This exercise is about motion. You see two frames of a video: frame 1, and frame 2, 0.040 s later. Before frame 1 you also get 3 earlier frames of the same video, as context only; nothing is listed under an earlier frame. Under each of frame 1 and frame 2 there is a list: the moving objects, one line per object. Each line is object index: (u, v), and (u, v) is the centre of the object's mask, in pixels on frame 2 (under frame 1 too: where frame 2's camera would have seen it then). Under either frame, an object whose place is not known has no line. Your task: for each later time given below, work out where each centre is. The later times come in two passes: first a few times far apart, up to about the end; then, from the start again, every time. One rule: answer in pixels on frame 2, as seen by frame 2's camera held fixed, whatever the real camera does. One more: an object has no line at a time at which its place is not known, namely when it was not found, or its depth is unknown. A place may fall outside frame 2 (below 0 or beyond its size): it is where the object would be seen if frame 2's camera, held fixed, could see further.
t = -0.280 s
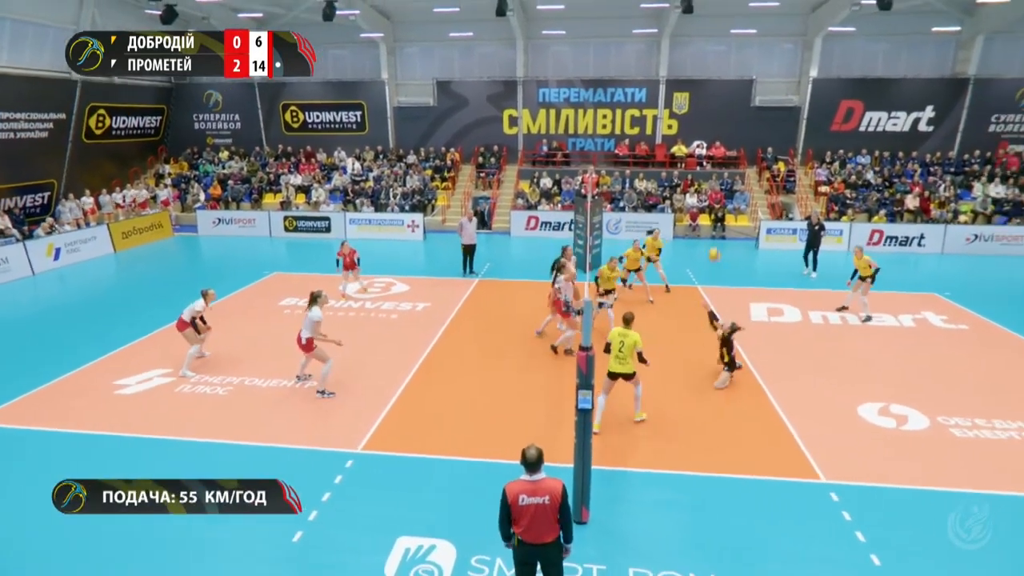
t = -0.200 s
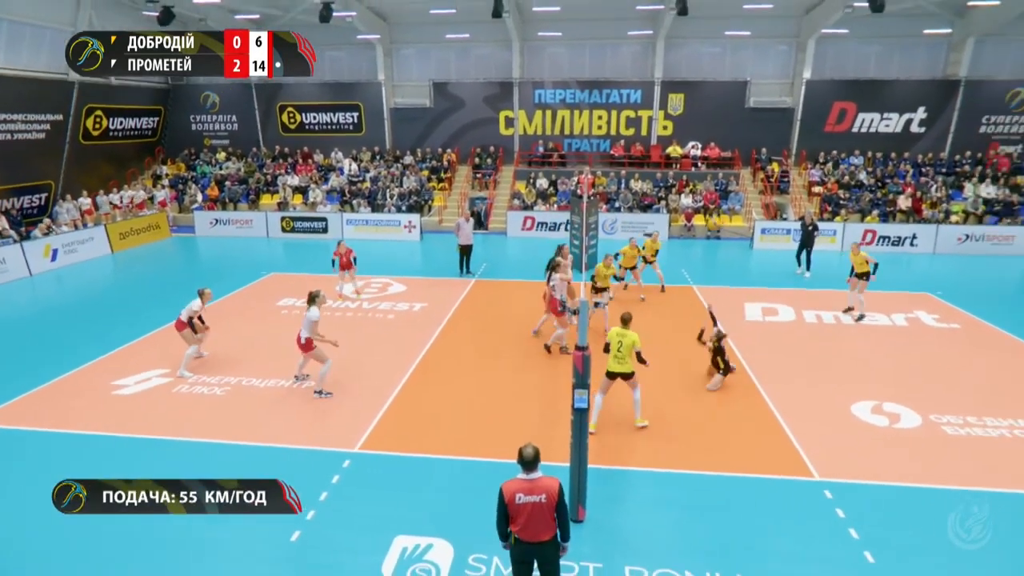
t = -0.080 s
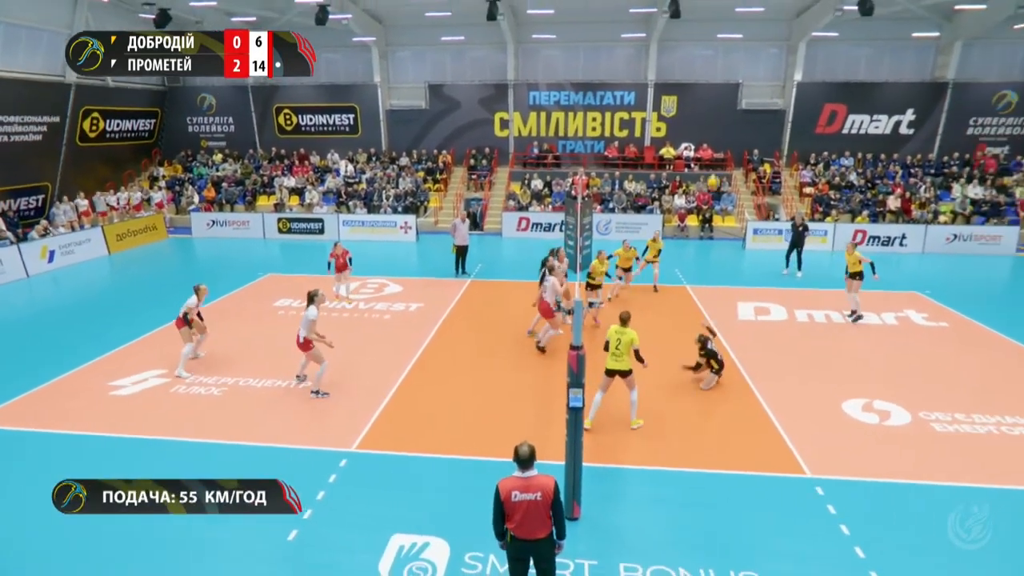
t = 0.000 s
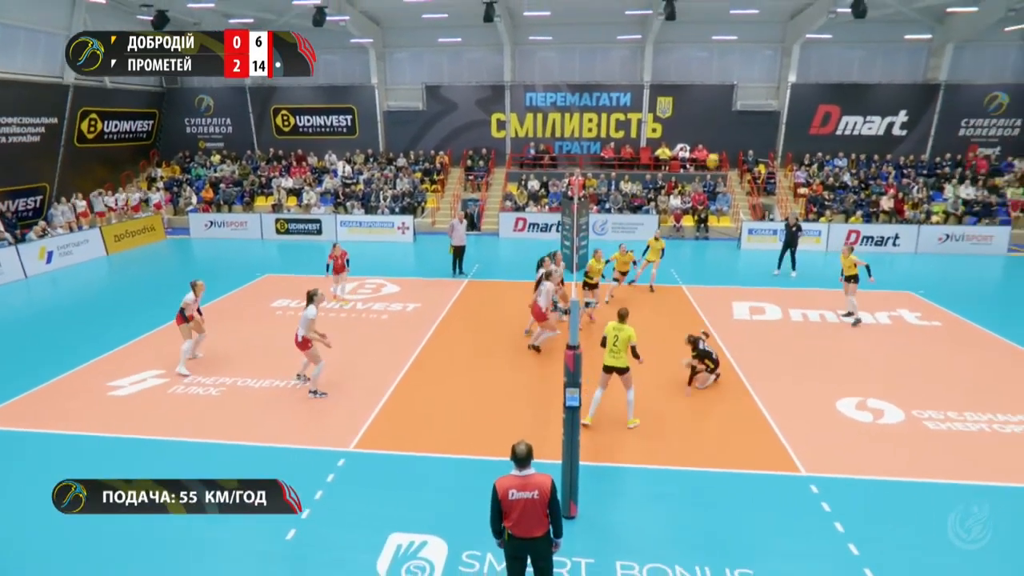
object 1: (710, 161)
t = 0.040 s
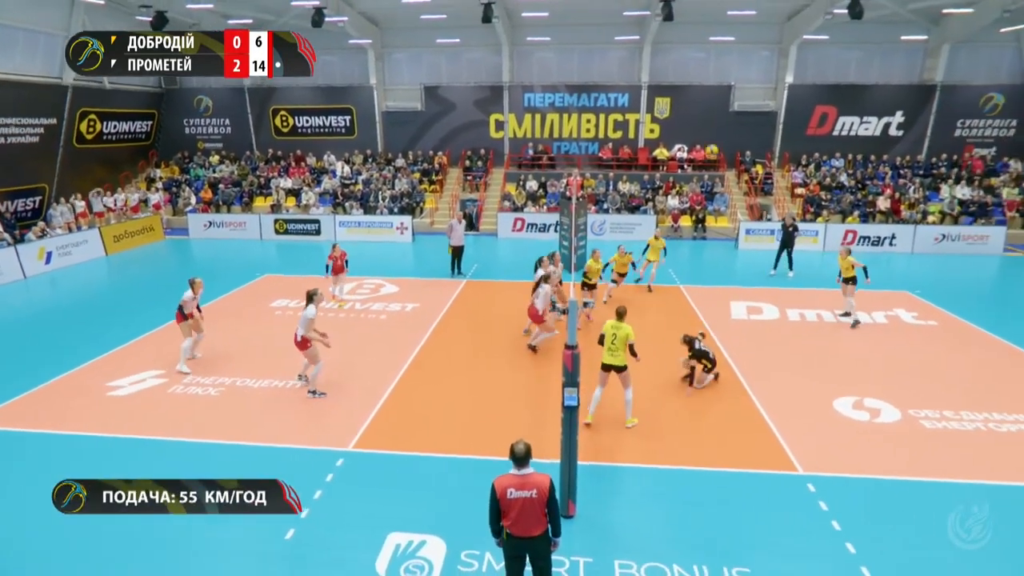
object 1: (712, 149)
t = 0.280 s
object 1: (719, 114)
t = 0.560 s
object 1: (724, 114)
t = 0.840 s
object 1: (726, 154)
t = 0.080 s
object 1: (713, 142)
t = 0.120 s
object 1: (714, 134)
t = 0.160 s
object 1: (716, 127)
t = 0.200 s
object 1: (717, 122)
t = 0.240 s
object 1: (718, 118)
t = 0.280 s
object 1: (719, 114)
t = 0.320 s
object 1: (720, 112)
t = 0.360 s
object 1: (721, 109)
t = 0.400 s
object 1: (722, 109)
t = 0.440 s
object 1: (722, 109)
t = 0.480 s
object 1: (723, 110)
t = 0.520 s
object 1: (724, 111)
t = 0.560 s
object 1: (724, 114)
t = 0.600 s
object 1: (725, 117)
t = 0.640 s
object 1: (725, 121)
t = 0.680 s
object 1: (725, 126)
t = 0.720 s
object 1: (726, 132)
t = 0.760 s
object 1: (726, 139)
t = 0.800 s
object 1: (725, 146)
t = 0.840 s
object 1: (726, 154)
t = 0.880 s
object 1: (726, 162)
